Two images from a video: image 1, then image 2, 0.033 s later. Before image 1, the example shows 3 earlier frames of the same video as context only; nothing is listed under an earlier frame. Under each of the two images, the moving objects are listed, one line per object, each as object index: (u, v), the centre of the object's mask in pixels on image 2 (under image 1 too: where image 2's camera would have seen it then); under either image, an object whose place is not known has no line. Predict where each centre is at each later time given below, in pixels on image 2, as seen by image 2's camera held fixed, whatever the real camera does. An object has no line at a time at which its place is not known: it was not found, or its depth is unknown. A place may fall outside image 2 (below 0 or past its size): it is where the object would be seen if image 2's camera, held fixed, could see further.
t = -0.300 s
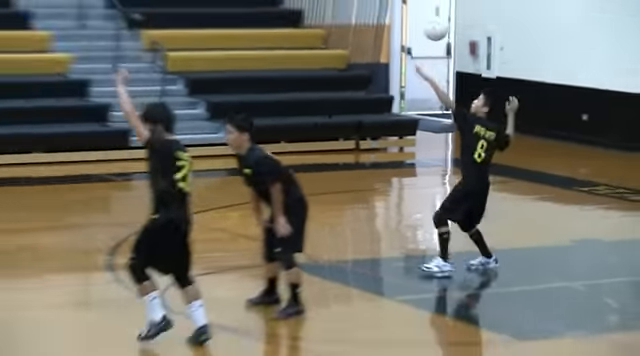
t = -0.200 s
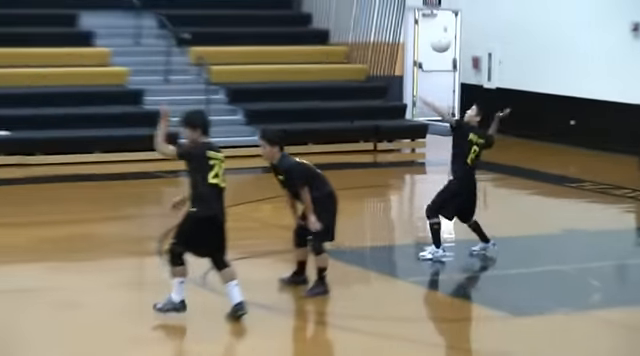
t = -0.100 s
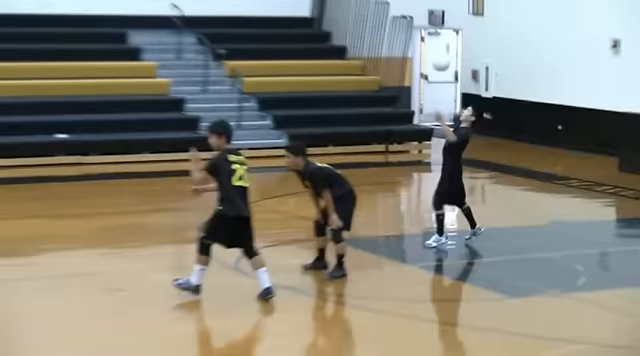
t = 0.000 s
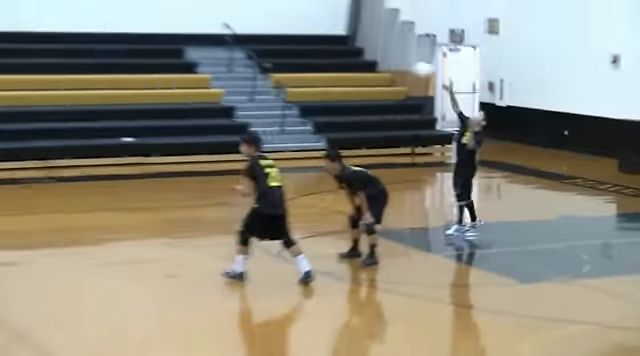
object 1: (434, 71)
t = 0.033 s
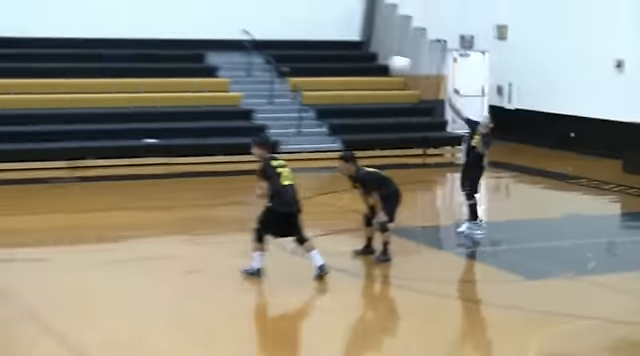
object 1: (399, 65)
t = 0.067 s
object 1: (365, 56)
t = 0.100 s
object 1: (331, 49)
